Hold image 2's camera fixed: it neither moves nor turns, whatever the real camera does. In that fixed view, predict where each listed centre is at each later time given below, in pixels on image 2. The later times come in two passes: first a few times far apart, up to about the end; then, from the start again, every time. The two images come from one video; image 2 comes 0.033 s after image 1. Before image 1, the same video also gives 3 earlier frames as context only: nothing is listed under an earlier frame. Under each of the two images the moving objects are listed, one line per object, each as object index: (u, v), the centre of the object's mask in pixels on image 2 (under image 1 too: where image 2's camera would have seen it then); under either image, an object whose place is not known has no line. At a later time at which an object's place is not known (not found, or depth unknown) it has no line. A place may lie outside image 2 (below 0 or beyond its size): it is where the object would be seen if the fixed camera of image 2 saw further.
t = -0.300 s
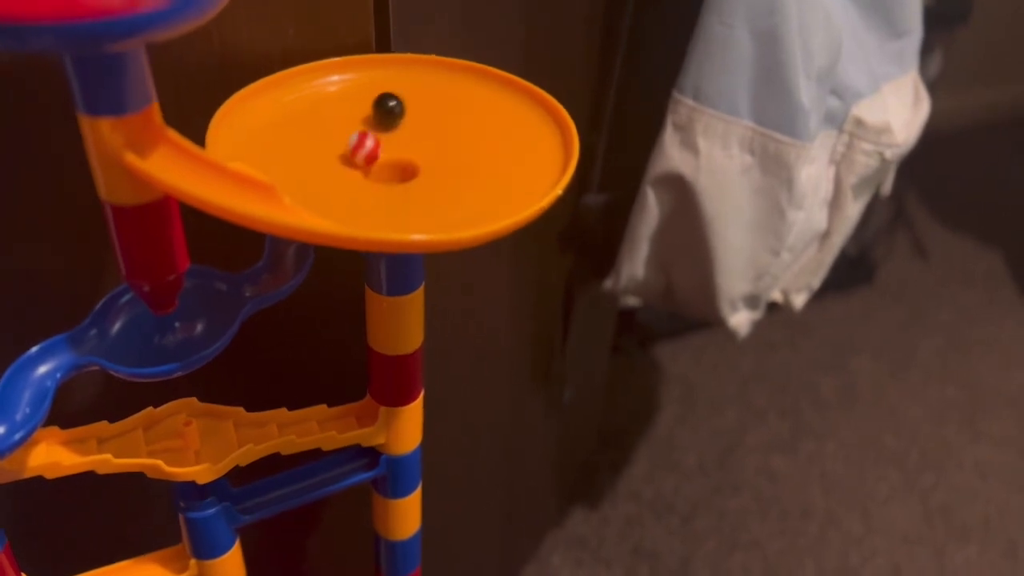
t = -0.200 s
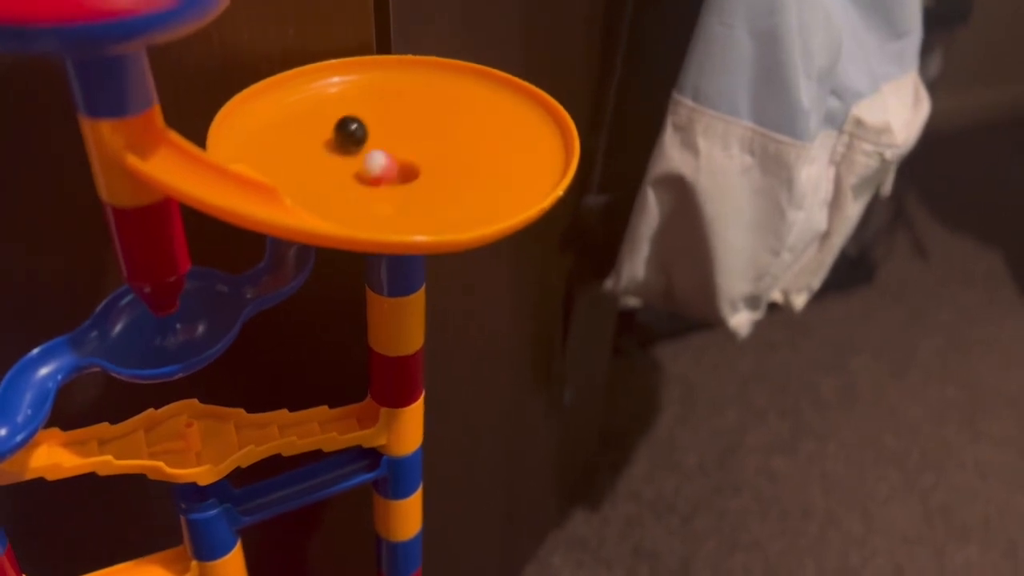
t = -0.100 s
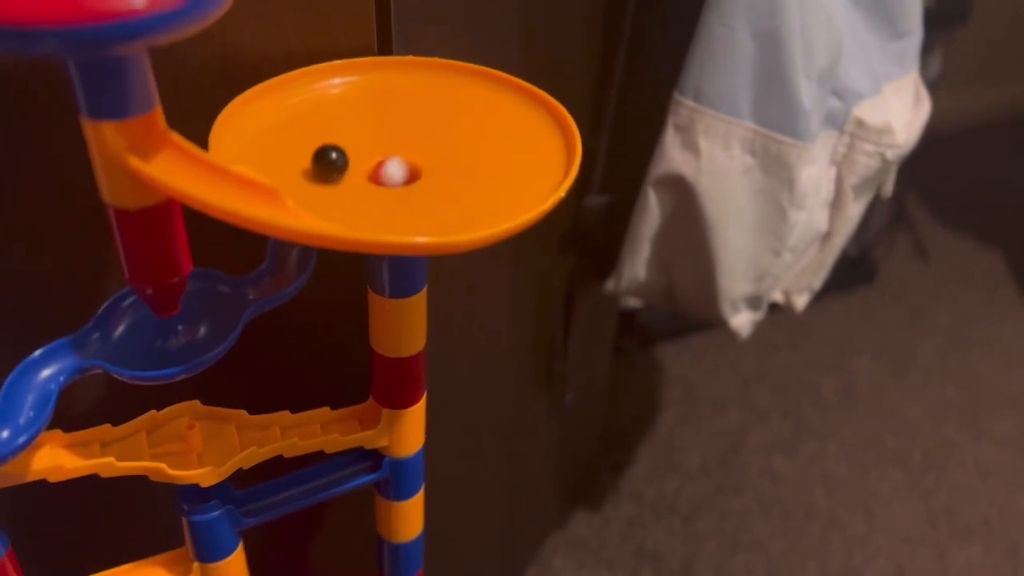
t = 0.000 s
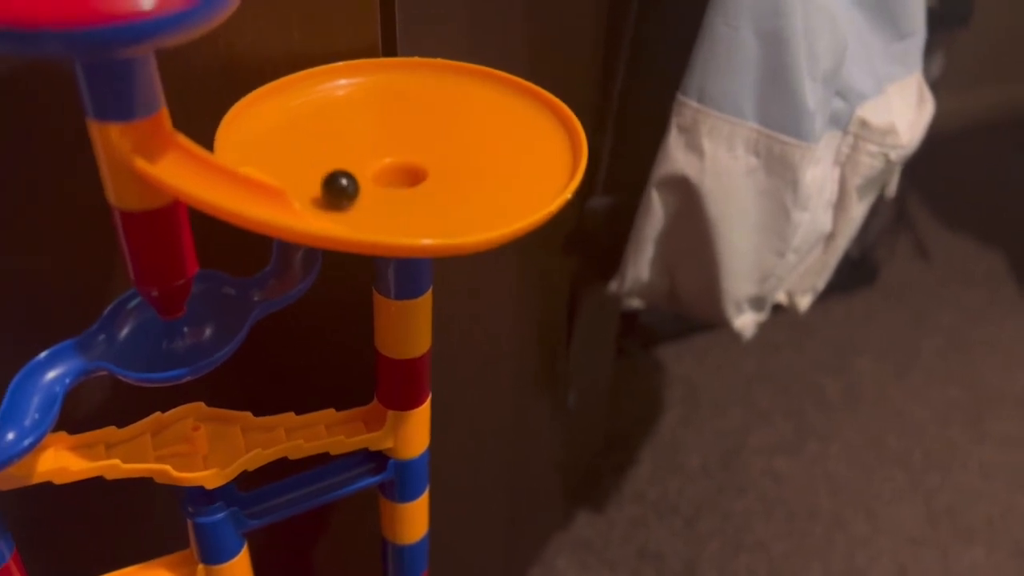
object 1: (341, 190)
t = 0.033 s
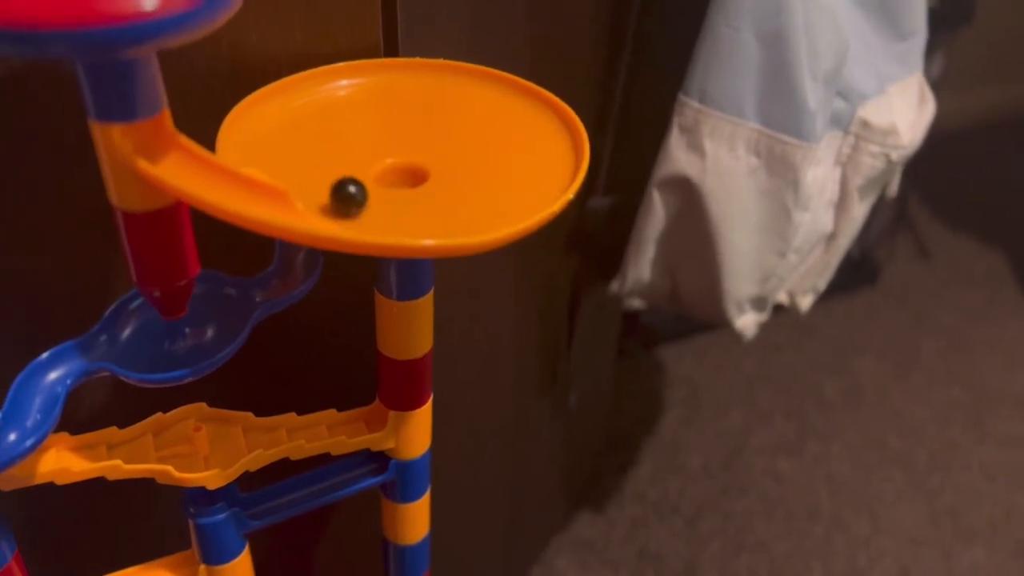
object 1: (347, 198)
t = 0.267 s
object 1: (425, 210)
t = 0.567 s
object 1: (453, 151)
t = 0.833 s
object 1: (352, 116)
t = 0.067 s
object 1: (355, 204)
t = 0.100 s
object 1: (365, 209)
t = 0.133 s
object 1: (377, 212)
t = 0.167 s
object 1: (390, 213)
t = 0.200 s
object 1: (402, 213)
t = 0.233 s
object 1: (414, 212)
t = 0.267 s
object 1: (425, 210)
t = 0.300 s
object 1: (436, 207)
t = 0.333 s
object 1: (445, 203)
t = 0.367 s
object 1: (454, 198)
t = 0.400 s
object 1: (460, 191)
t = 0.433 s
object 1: (464, 183)
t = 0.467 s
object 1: (465, 176)
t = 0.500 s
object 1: (464, 168)
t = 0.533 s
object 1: (460, 159)
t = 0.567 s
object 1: (453, 151)
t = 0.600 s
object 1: (443, 143)
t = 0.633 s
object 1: (432, 135)
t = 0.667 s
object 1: (418, 129)
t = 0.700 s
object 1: (404, 124)
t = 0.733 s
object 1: (390, 119)
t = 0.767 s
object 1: (376, 117)
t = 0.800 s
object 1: (364, 115)
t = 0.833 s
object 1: (352, 116)
